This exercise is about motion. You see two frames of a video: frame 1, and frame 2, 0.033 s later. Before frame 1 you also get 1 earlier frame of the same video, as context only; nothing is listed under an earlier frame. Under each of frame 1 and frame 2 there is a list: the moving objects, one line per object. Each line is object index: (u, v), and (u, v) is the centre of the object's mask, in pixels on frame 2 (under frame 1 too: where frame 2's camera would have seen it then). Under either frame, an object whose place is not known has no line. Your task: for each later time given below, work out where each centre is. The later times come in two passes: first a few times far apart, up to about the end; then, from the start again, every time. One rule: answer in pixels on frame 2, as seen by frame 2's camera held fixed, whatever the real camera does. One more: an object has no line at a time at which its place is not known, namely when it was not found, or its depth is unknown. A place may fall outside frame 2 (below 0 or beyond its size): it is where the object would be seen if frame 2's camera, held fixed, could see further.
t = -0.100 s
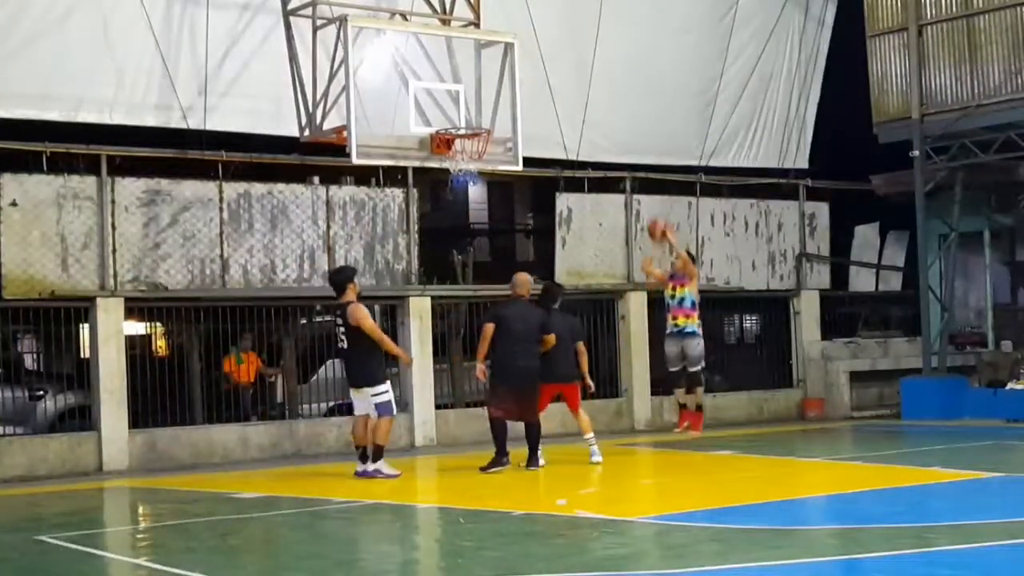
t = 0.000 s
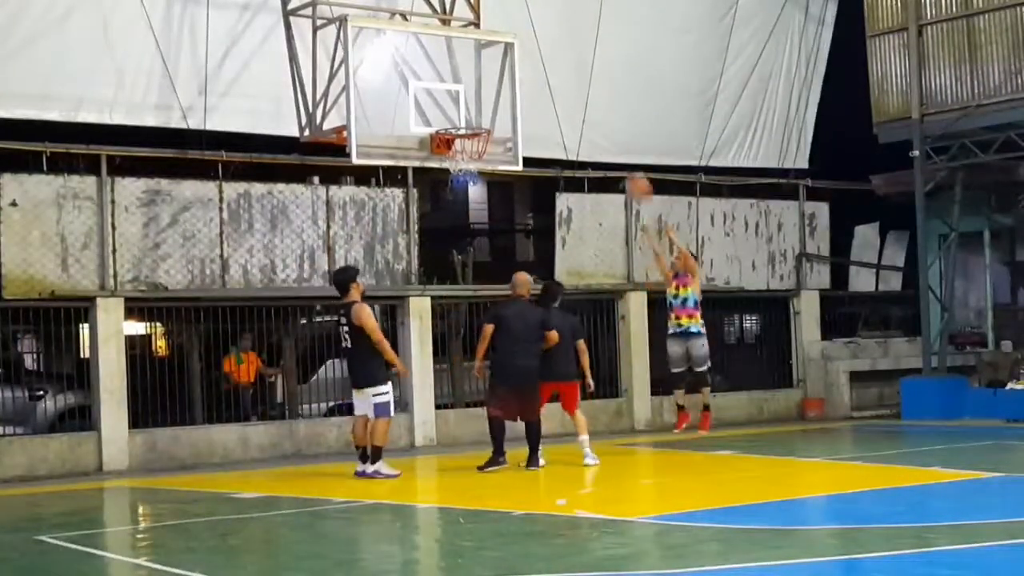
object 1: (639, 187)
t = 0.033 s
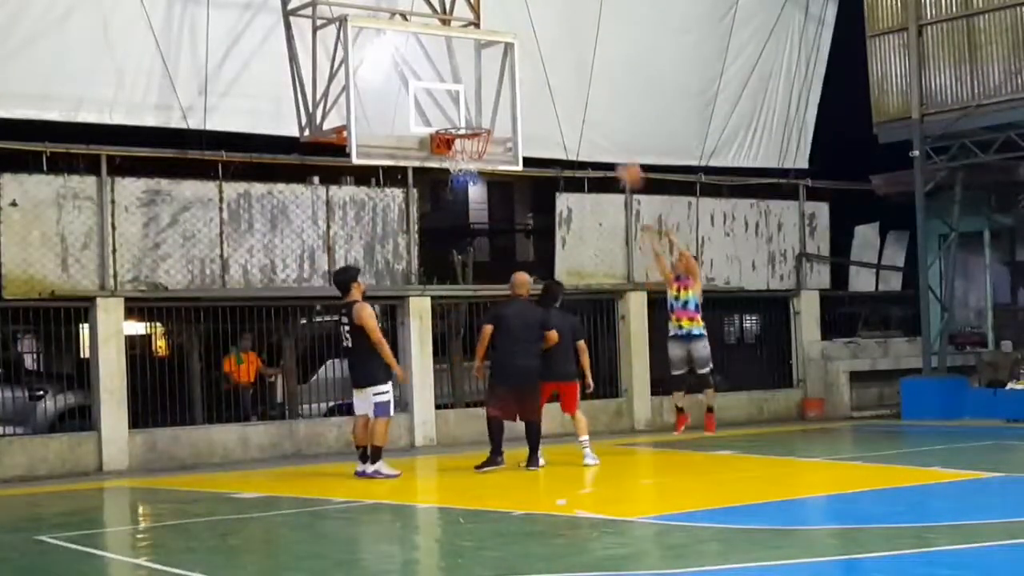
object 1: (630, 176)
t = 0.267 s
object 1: (567, 104)
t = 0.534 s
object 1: (496, 95)
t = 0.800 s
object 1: (451, 120)
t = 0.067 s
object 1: (623, 164)
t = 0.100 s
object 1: (612, 149)
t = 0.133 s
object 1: (603, 138)
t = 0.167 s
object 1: (595, 128)
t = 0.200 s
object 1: (585, 119)
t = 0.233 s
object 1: (576, 111)
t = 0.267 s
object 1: (567, 104)
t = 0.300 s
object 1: (559, 100)
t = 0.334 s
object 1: (549, 96)
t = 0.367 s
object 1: (540, 93)
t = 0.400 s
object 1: (531, 91)
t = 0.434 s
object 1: (522, 90)
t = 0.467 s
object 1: (512, 90)
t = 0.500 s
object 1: (504, 93)
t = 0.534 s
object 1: (496, 95)
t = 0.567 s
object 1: (486, 101)
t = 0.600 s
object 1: (478, 106)
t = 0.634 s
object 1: (468, 113)
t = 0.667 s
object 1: (460, 119)
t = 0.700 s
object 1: (458, 119)
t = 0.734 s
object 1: (456, 119)
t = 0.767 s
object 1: (452, 120)
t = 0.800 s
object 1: (451, 120)
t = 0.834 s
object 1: (454, 116)
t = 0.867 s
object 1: (457, 113)
